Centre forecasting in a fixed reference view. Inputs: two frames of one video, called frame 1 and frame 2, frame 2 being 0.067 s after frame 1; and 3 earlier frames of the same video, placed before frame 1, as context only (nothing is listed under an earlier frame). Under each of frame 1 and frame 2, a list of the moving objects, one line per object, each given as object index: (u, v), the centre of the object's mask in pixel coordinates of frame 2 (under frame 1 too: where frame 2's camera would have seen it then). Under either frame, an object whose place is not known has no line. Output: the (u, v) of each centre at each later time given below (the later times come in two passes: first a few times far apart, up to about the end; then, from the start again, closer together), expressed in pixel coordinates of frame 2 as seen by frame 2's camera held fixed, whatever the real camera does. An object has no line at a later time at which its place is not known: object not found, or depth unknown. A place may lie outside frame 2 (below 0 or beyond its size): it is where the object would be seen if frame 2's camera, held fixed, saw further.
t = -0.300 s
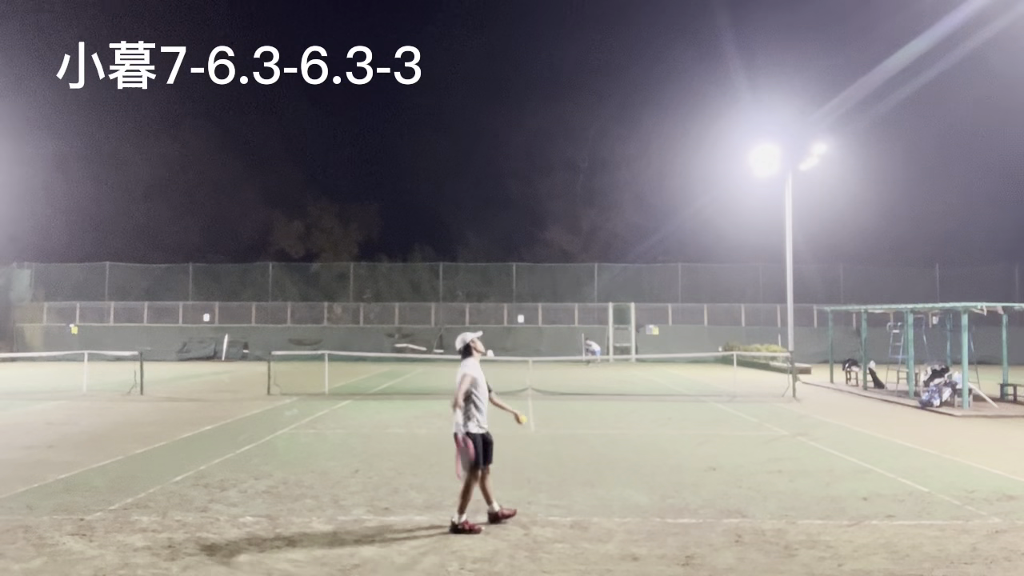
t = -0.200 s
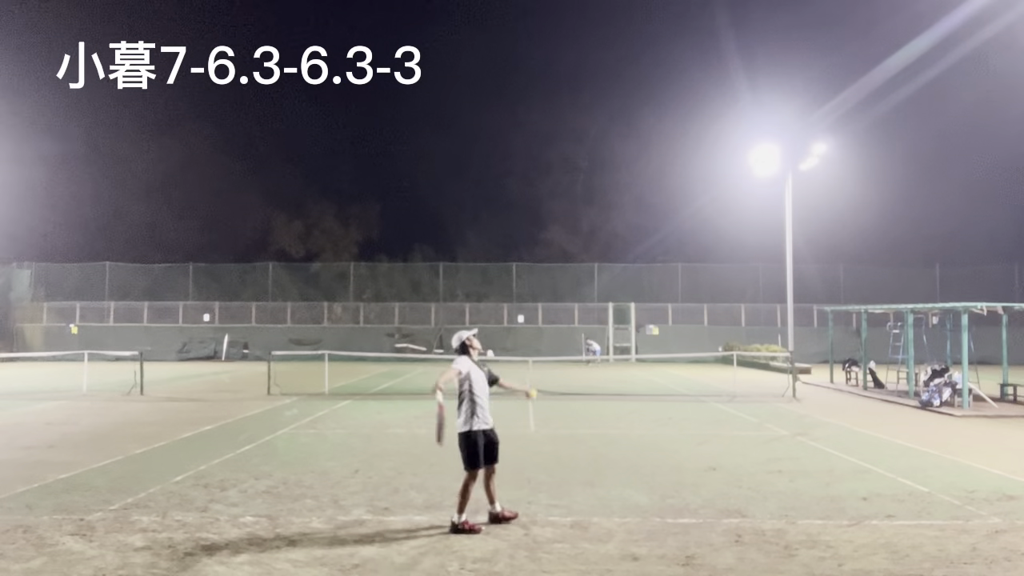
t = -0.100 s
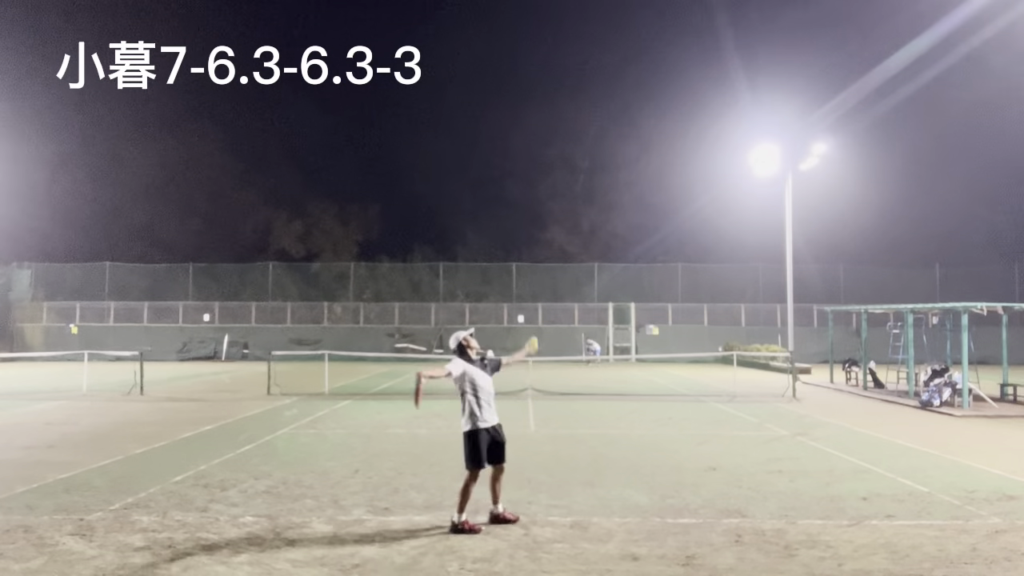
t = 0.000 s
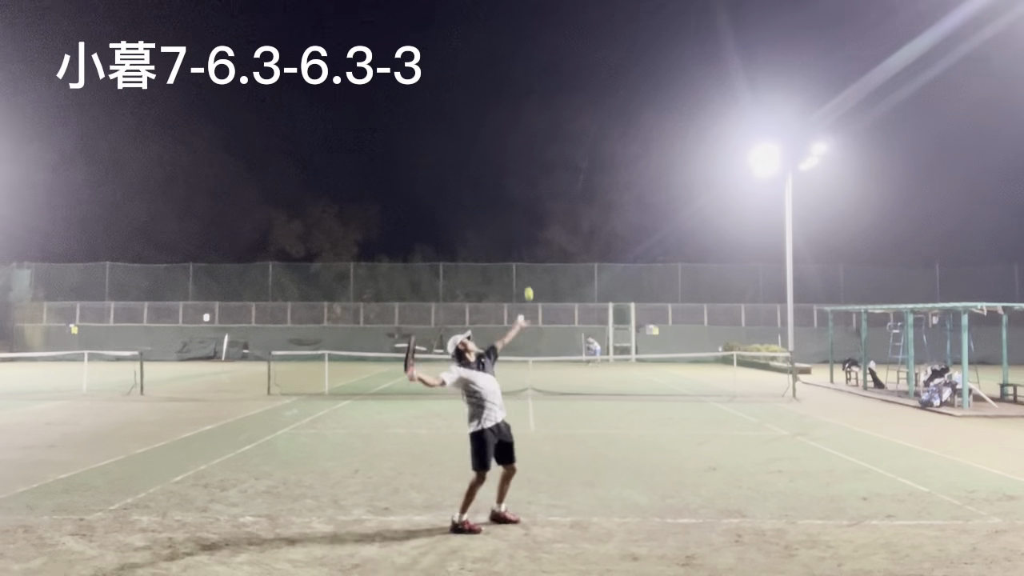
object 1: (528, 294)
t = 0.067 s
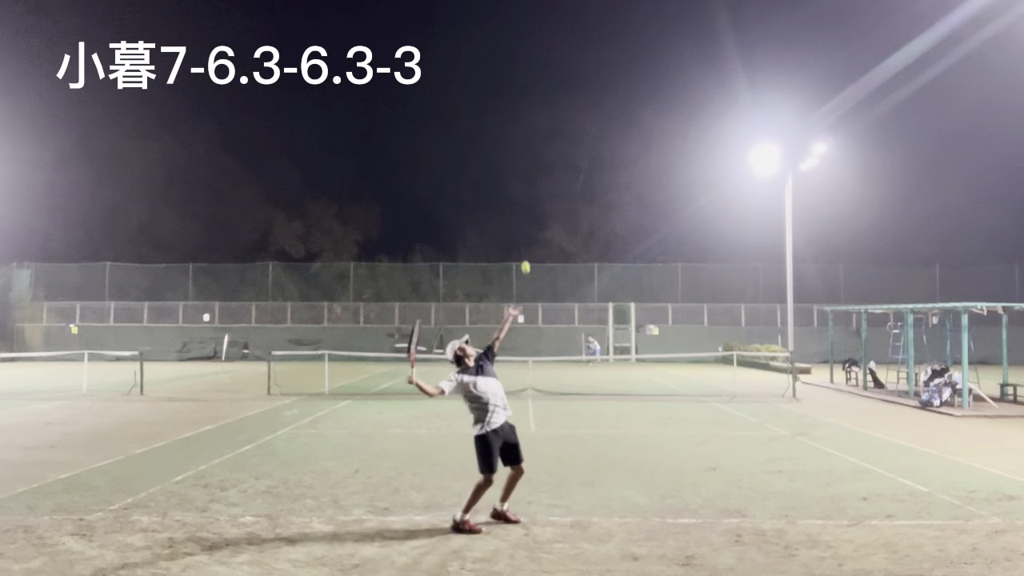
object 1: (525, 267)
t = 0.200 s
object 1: (519, 229)
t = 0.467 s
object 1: (507, 208)
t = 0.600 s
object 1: (501, 223)
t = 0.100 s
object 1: (523, 256)
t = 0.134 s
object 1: (522, 245)
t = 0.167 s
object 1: (520, 237)
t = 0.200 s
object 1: (519, 229)
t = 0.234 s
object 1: (517, 222)
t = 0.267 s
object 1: (516, 217)
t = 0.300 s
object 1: (514, 213)
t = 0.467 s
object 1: (507, 208)
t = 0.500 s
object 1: (505, 210)
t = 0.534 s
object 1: (504, 214)
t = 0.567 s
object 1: (503, 218)
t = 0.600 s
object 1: (501, 223)
